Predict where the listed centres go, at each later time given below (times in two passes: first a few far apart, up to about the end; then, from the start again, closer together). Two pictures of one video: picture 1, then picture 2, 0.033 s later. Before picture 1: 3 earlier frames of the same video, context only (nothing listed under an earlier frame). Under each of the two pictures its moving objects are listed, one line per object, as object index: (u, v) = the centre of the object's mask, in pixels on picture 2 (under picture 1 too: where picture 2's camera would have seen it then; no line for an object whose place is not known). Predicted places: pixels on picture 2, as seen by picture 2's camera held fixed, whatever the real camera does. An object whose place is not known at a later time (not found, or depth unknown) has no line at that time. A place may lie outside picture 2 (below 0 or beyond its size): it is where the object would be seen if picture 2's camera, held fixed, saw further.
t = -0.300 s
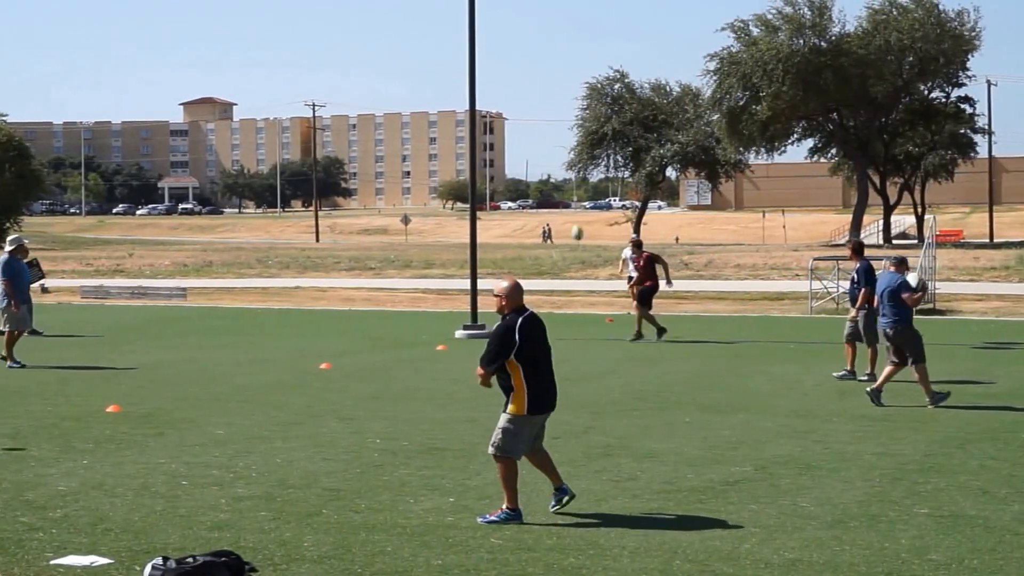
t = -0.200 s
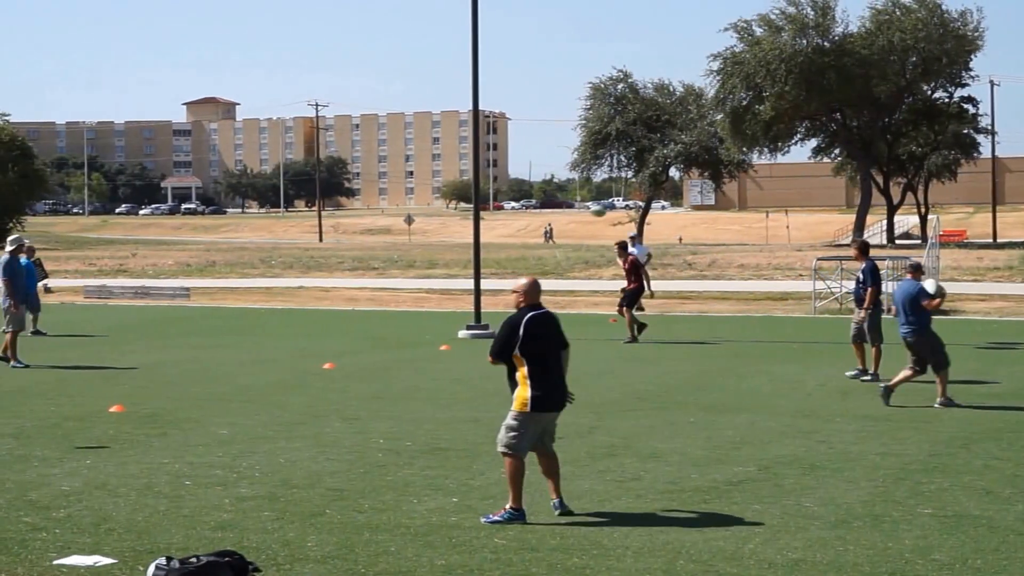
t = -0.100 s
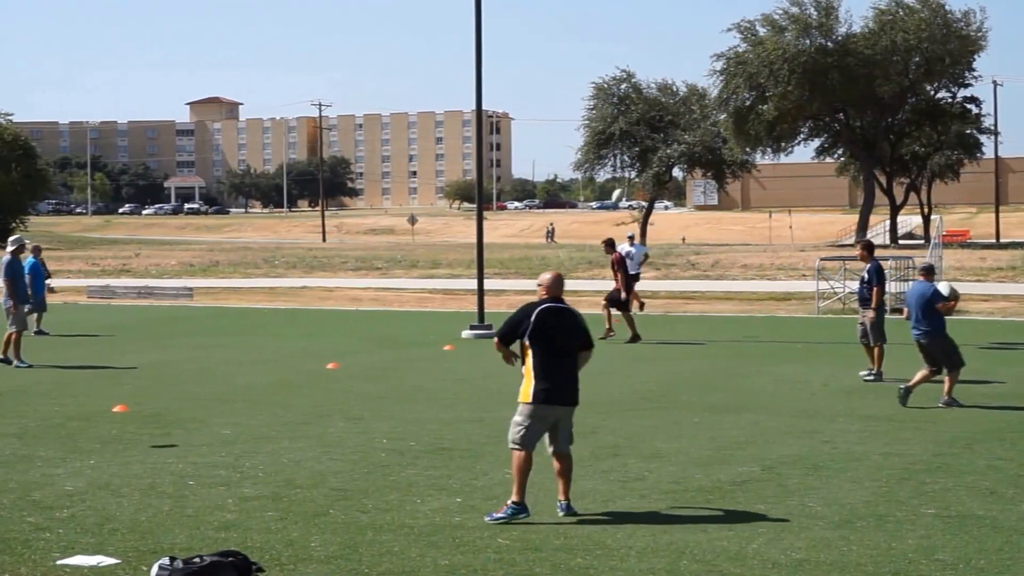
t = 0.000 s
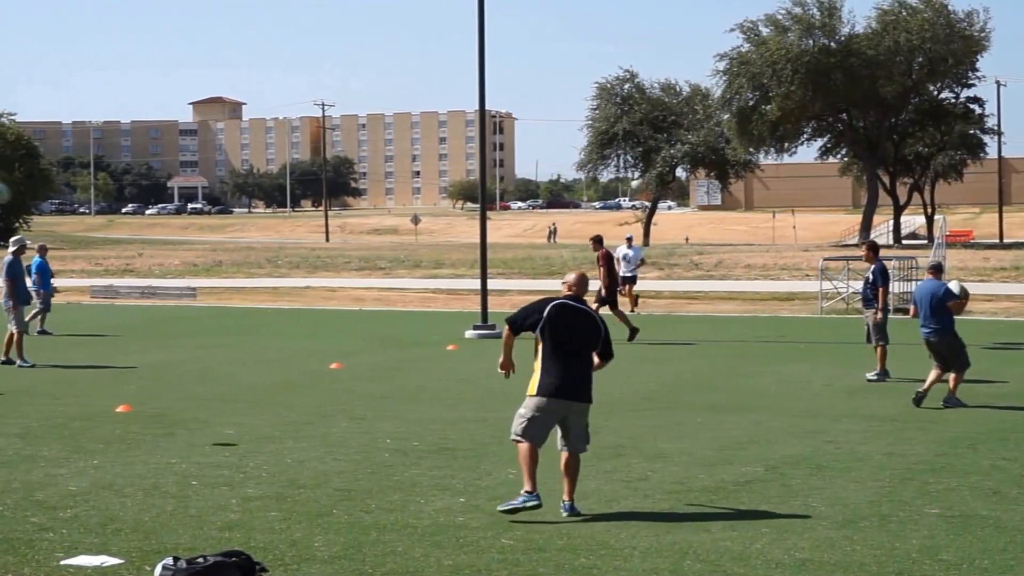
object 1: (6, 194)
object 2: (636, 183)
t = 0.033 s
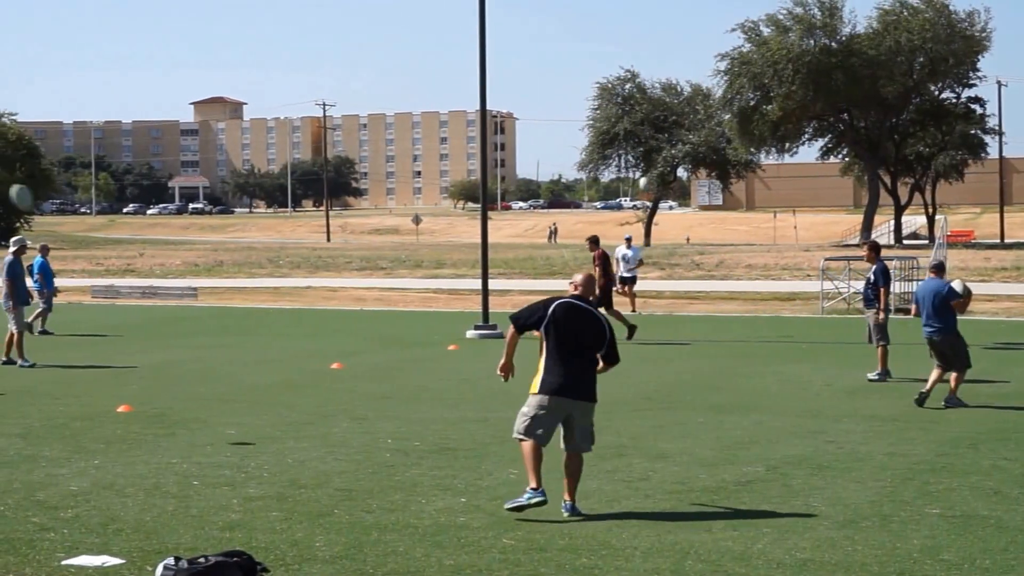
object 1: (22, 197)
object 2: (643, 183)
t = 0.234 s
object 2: (676, 185)
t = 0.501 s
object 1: (322, 386)
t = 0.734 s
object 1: (413, 365)
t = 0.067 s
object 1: (42, 202)
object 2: (650, 183)
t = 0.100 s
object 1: (64, 210)
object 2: (656, 183)
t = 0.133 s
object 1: (87, 219)
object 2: (661, 183)
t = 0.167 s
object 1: (108, 229)
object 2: (666, 182)
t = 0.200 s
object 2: (671, 183)
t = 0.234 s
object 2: (676, 185)
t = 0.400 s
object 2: (703, 203)
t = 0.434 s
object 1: (280, 348)
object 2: (710, 210)
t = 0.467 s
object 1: (301, 367)
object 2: (716, 216)
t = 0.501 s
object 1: (322, 386)
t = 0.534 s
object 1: (342, 407)
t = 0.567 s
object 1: (359, 417)
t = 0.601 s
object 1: (370, 404)
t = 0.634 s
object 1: (380, 394)
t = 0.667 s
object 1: (391, 383)
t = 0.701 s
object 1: (402, 373)
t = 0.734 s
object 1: (413, 365)
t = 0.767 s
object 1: (424, 358)
